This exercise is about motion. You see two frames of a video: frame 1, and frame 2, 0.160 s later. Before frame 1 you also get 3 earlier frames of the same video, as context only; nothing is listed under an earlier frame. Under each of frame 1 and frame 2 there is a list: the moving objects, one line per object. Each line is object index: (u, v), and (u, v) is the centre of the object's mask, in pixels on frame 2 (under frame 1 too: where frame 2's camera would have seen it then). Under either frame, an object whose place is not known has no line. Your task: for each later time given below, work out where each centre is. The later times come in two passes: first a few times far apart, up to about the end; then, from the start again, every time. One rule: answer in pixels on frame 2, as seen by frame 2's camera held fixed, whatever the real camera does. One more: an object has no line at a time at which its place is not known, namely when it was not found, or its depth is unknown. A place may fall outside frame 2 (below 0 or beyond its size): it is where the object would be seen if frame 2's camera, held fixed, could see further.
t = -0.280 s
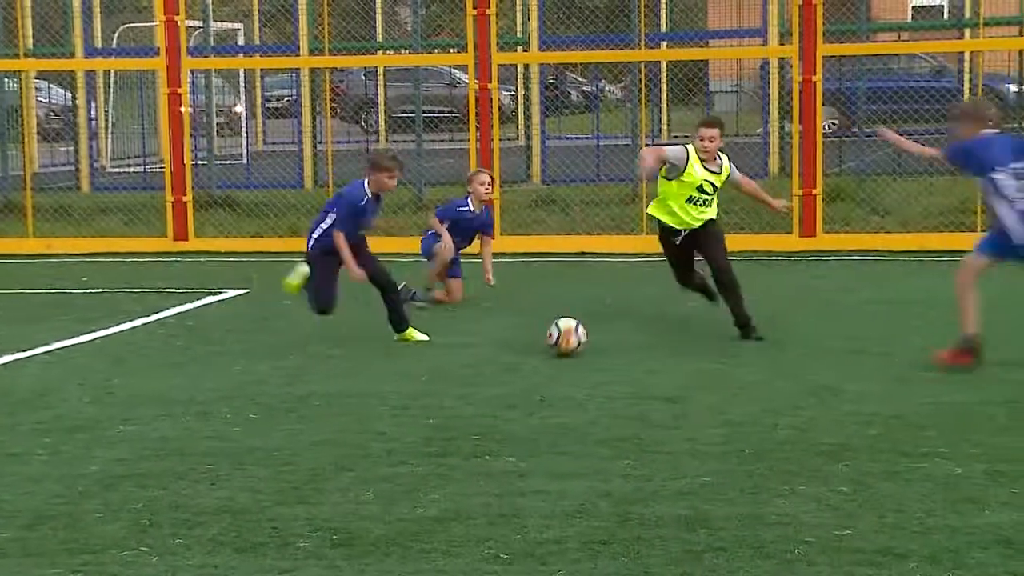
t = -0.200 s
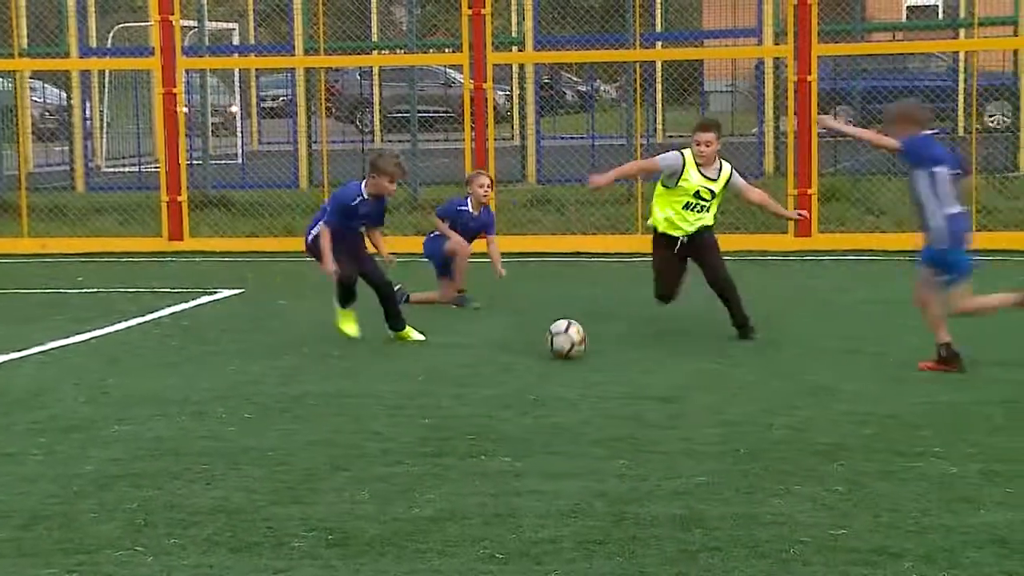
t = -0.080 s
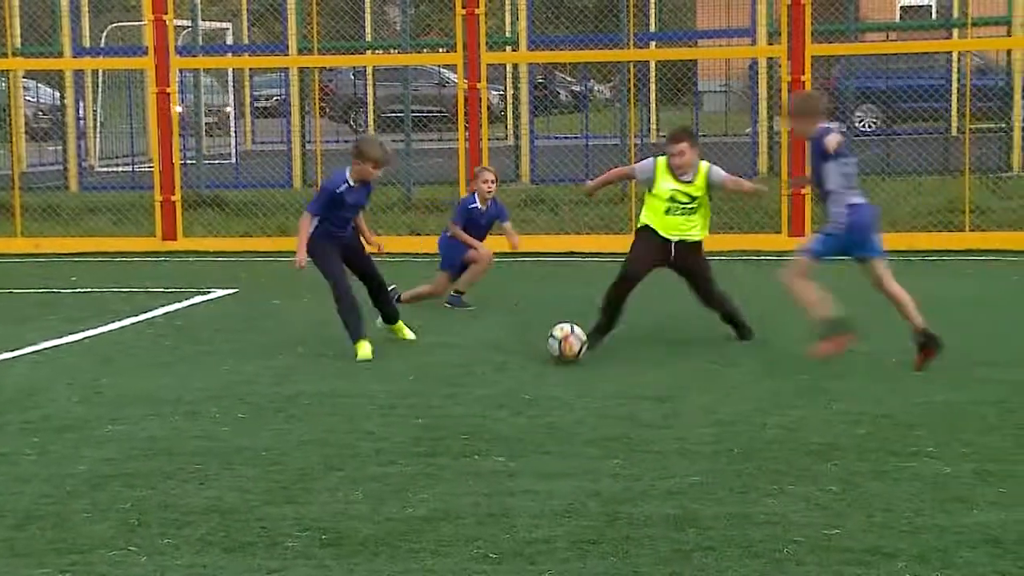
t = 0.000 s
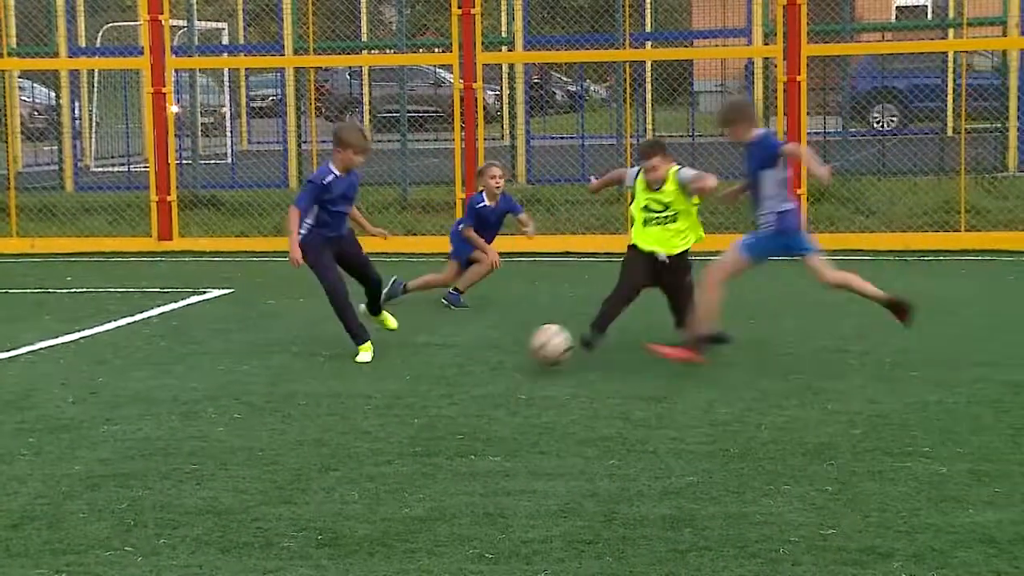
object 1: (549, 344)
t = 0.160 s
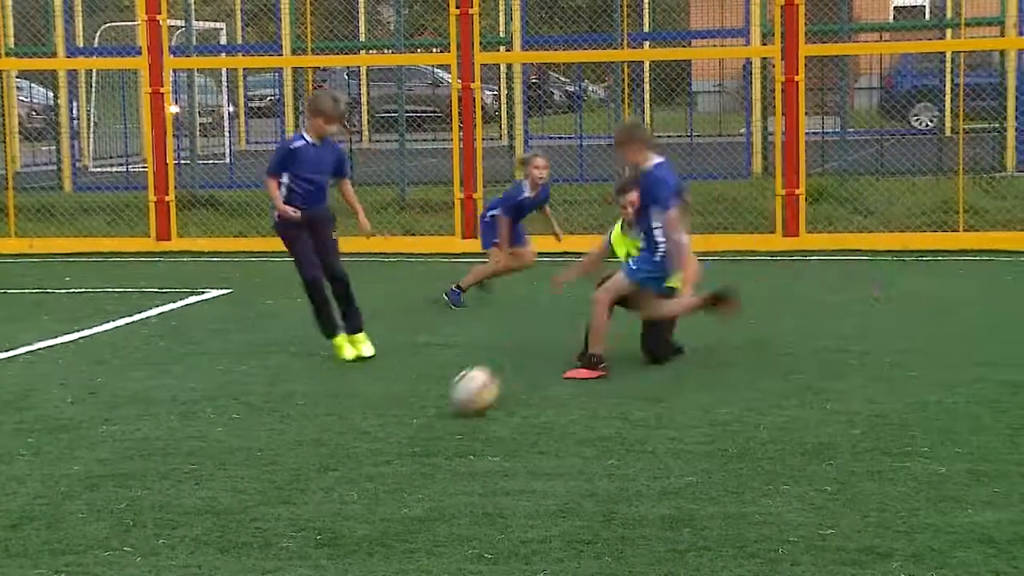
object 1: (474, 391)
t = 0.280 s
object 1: (410, 419)
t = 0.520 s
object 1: (270, 488)
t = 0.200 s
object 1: (455, 396)
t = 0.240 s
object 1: (432, 405)
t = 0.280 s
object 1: (410, 419)
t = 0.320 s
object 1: (387, 432)
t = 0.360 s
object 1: (365, 440)
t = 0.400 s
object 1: (341, 453)
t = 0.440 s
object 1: (319, 467)
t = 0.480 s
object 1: (297, 477)
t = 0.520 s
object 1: (270, 488)
